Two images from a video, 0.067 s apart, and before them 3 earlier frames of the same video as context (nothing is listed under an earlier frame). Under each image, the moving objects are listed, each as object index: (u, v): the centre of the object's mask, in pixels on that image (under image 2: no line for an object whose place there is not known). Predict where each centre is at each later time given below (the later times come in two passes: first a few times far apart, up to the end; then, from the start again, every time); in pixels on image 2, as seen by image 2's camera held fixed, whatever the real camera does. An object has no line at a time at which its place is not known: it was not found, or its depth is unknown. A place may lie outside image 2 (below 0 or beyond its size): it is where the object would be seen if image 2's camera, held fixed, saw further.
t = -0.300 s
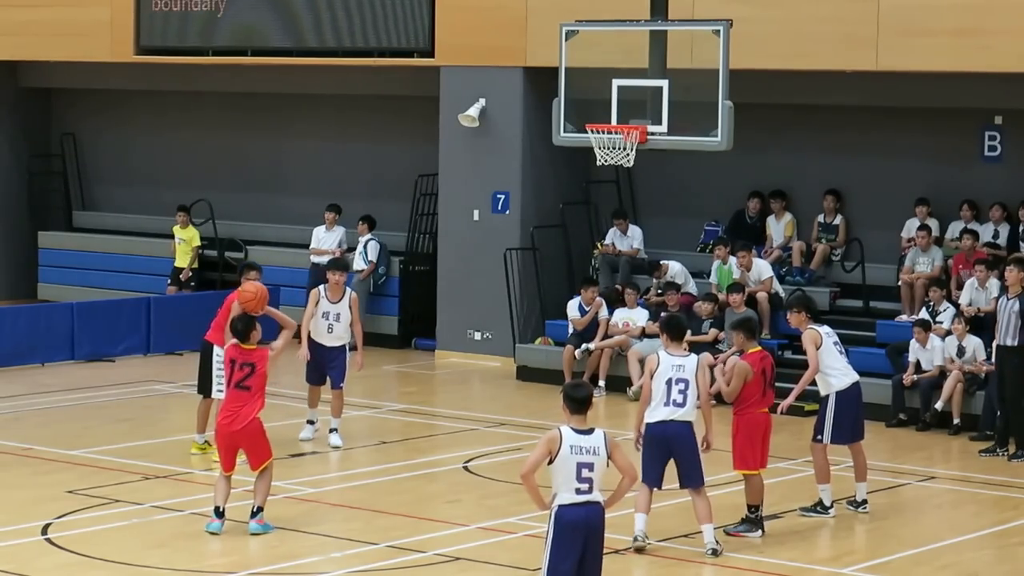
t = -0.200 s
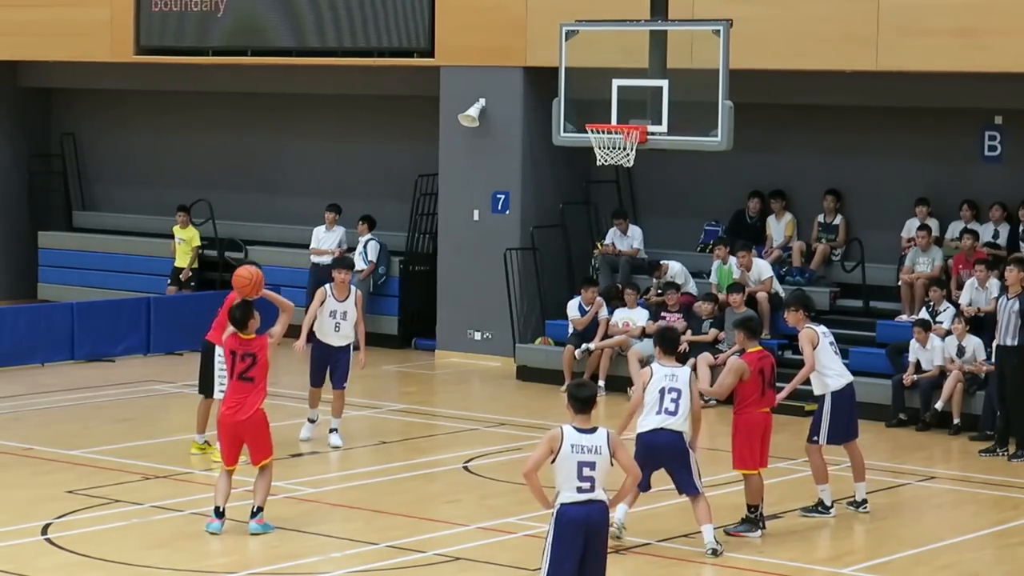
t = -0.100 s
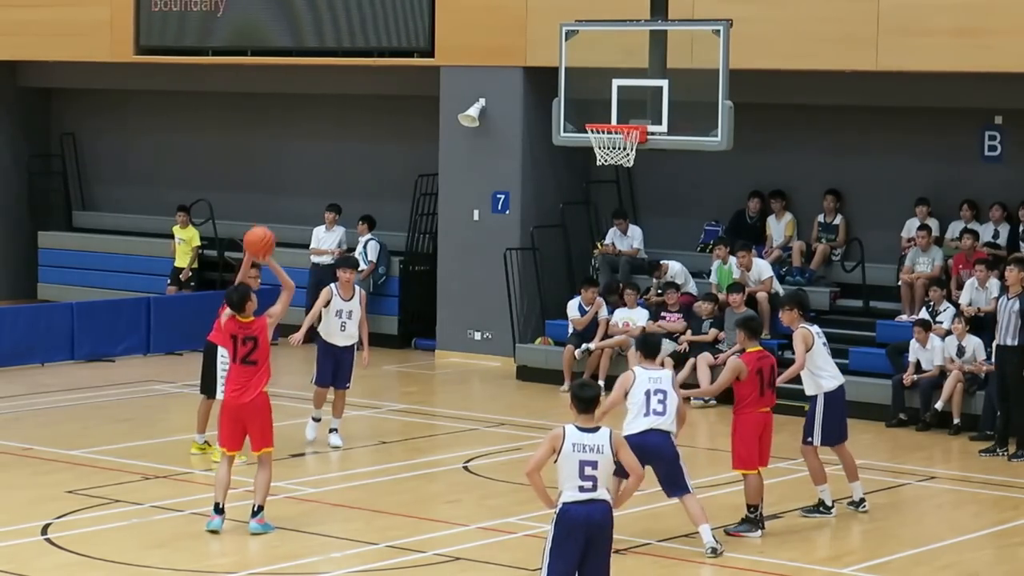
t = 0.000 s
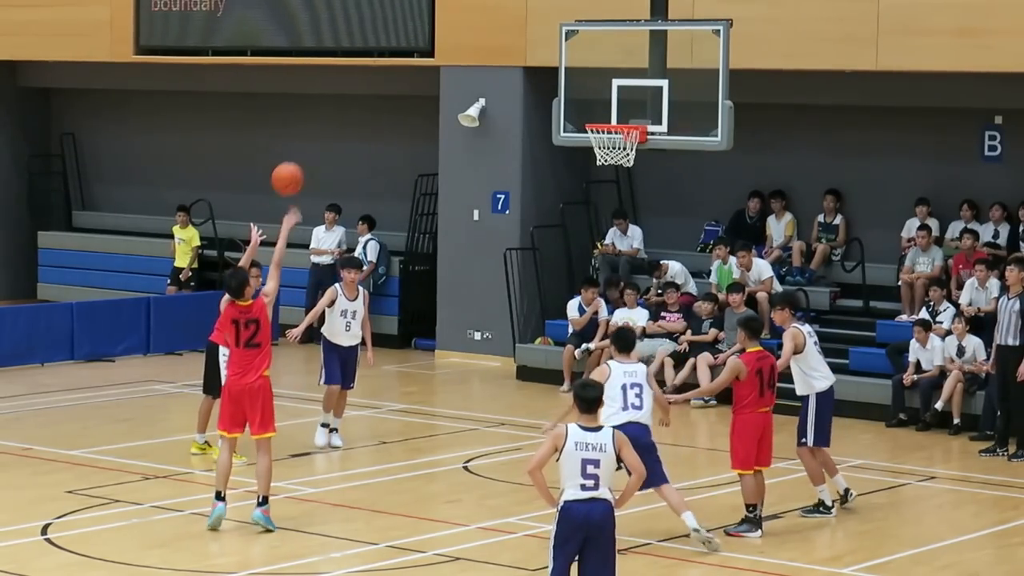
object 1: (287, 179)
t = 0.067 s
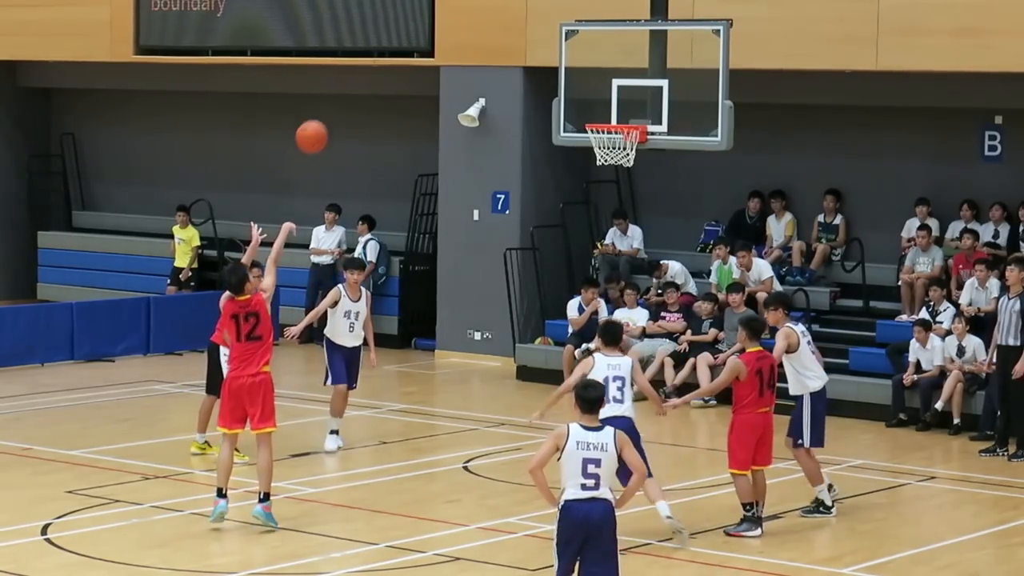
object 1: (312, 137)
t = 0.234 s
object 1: (370, 58)
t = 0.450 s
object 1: (440, 12)
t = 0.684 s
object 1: (509, 23)
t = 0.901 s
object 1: (567, 87)
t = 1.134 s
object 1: (530, 100)
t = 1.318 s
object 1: (469, 116)
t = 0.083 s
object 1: (318, 127)
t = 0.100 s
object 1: (324, 118)
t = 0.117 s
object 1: (329, 109)
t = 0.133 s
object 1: (335, 101)
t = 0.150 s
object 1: (341, 93)
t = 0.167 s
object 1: (347, 85)
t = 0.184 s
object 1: (353, 78)
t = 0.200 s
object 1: (359, 71)
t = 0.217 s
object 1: (364, 65)
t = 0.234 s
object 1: (370, 58)
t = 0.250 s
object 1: (376, 52)
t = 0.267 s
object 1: (381, 47)
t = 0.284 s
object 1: (387, 42)
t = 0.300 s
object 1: (393, 37)
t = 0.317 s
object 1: (399, 33)
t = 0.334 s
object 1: (404, 29)
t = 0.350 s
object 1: (409, 25)
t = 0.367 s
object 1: (414, 22)
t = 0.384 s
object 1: (419, 19)
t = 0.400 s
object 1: (424, 16)
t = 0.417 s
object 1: (430, 14)
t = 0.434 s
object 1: (434, 13)
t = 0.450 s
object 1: (440, 12)
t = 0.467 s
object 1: (445, 11)
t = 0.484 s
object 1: (450, 10)
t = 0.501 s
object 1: (455, 10)
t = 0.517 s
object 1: (460, 10)
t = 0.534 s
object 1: (465, 10)
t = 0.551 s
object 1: (470, 10)
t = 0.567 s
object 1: (476, 11)
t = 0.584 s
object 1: (480, 11)
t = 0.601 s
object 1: (485, 12)
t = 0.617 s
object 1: (490, 13)
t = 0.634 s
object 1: (495, 15)
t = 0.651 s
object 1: (499, 16)
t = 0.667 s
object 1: (504, 19)
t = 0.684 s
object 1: (509, 23)
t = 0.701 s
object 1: (514, 26)
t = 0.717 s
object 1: (518, 29)
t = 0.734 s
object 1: (523, 33)
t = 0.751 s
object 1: (527, 37)
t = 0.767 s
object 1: (532, 41)
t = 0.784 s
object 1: (536, 46)
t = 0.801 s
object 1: (541, 51)
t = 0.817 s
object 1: (545, 57)
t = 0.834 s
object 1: (549, 63)
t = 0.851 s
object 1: (554, 69)
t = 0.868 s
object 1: (558, 74)
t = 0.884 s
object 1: (562, 80)
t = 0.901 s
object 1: (567, 87)
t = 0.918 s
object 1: (571, 94)
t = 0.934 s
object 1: (575, 101)
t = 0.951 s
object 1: (579, 108)
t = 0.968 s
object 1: (583, 115)
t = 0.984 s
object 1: (579, 114)
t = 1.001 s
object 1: (574, 112)
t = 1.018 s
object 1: (569, 109)
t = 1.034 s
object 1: (563, 107)
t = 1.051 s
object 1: (557, 105)
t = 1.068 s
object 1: (552, 103)
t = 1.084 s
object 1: (546, 102)
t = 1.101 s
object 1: (541, 101)
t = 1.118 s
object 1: (536, 100)
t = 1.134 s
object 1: (530, 100)
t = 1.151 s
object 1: (525, 100)
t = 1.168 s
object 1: (519, 100)
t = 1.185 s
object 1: (514, 100)
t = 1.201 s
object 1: (509, 101)
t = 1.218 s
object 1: (502, 102)
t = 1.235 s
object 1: (497, 103)
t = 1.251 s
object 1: (492, 105)
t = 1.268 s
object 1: (486, 108)
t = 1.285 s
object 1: (481, 110)
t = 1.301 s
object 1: (475, 113)
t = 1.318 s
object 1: (469, 116)
